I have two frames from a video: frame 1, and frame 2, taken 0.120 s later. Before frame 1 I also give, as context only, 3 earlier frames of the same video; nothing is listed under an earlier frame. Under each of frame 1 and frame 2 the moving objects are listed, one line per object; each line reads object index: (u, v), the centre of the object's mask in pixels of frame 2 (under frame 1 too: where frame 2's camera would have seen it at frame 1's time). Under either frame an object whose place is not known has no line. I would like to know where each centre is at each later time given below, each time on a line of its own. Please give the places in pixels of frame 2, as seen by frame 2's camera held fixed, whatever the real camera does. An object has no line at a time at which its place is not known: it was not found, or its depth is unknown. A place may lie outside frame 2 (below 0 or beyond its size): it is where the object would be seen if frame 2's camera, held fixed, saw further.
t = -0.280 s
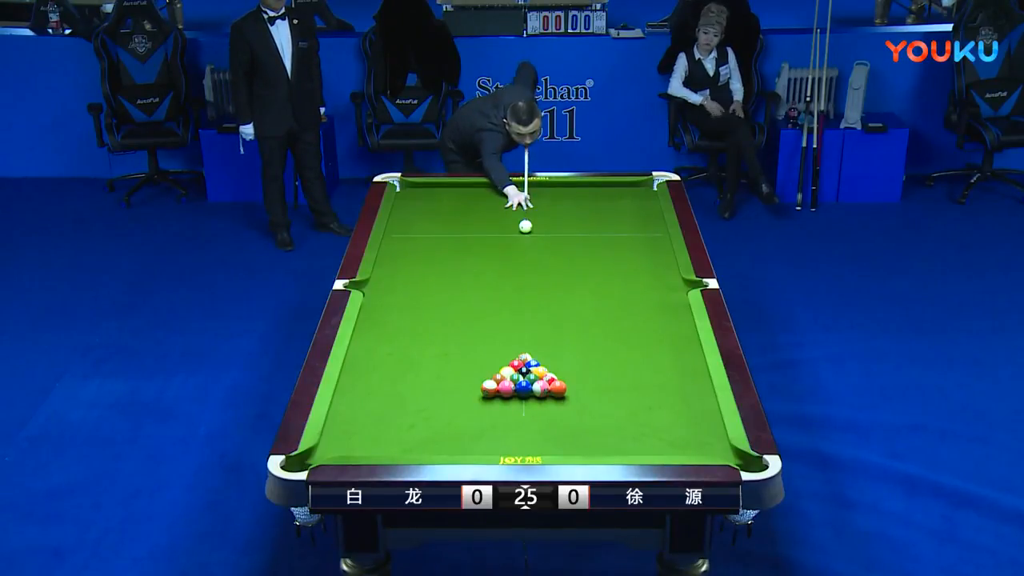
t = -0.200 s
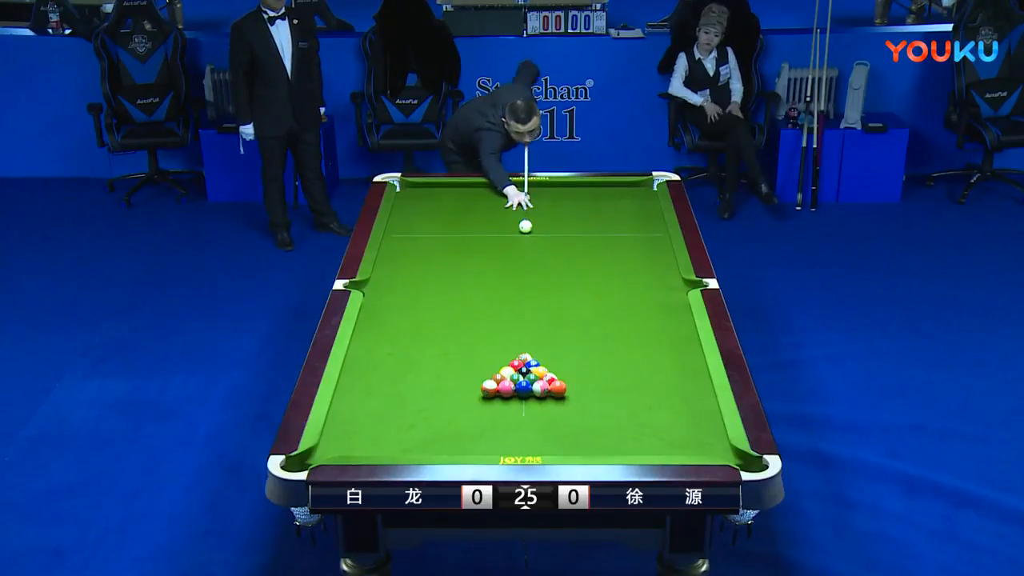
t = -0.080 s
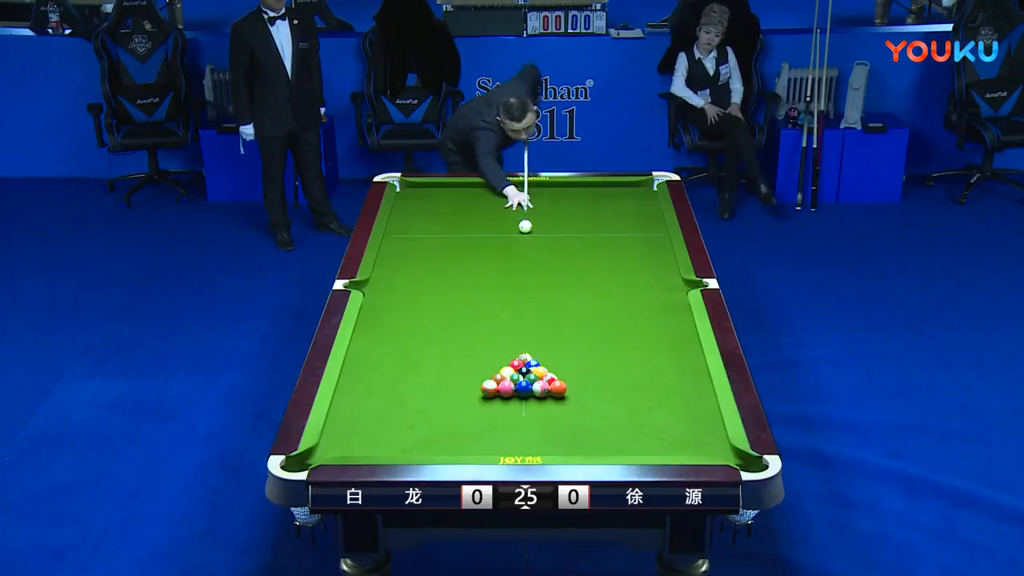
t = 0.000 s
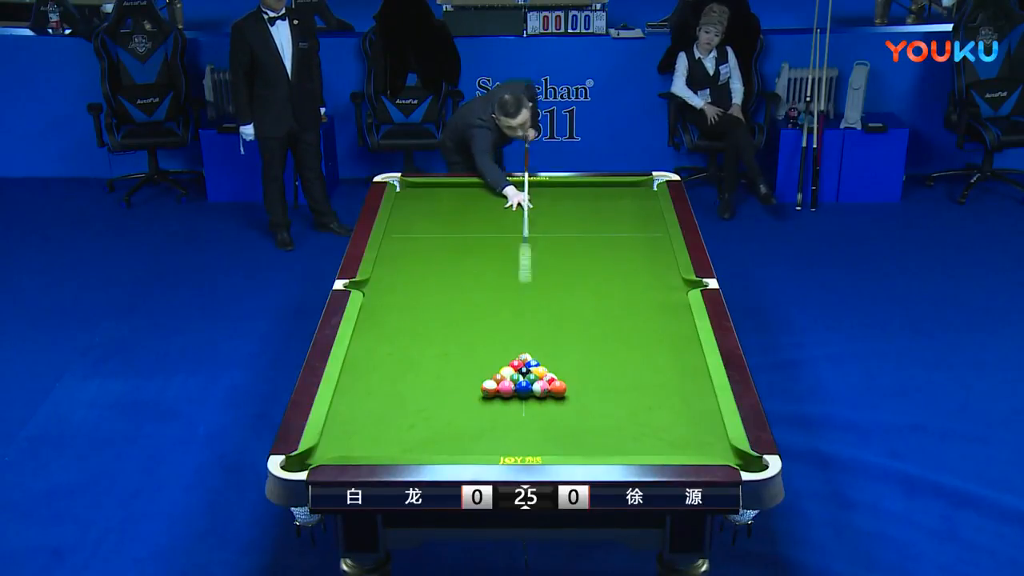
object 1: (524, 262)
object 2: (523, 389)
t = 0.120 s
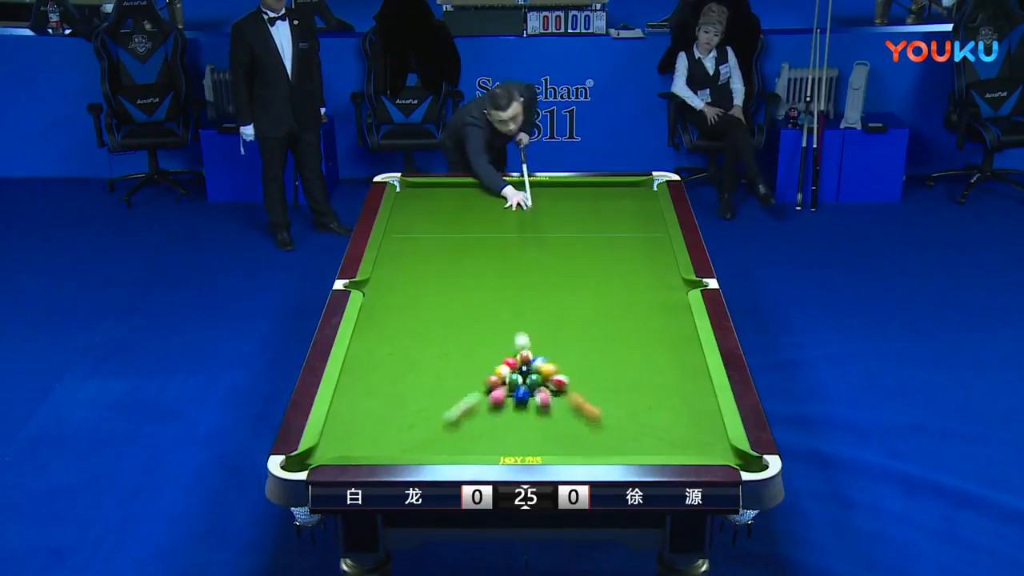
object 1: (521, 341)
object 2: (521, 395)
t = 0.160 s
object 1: (520, 333)
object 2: (519, 405)
